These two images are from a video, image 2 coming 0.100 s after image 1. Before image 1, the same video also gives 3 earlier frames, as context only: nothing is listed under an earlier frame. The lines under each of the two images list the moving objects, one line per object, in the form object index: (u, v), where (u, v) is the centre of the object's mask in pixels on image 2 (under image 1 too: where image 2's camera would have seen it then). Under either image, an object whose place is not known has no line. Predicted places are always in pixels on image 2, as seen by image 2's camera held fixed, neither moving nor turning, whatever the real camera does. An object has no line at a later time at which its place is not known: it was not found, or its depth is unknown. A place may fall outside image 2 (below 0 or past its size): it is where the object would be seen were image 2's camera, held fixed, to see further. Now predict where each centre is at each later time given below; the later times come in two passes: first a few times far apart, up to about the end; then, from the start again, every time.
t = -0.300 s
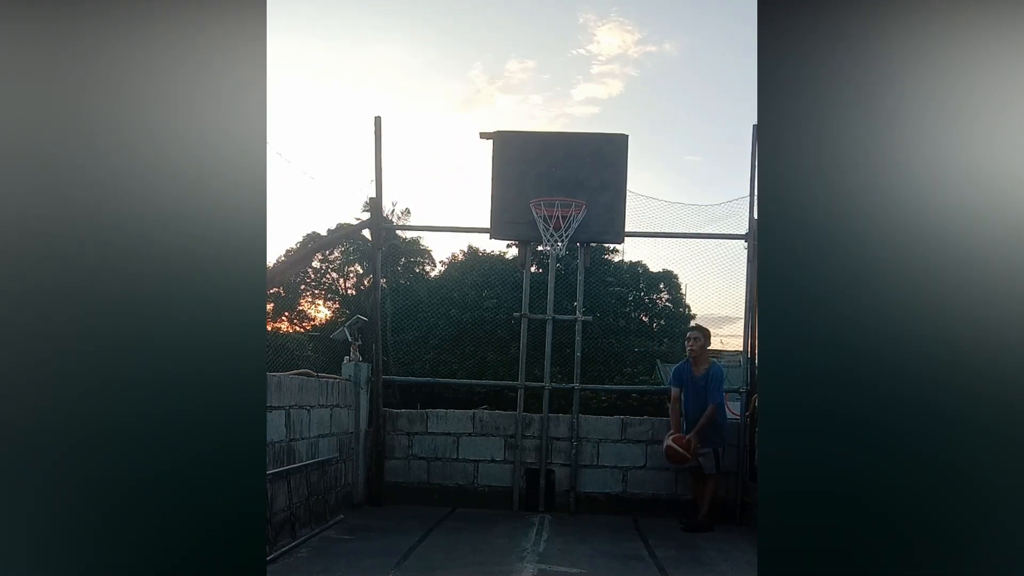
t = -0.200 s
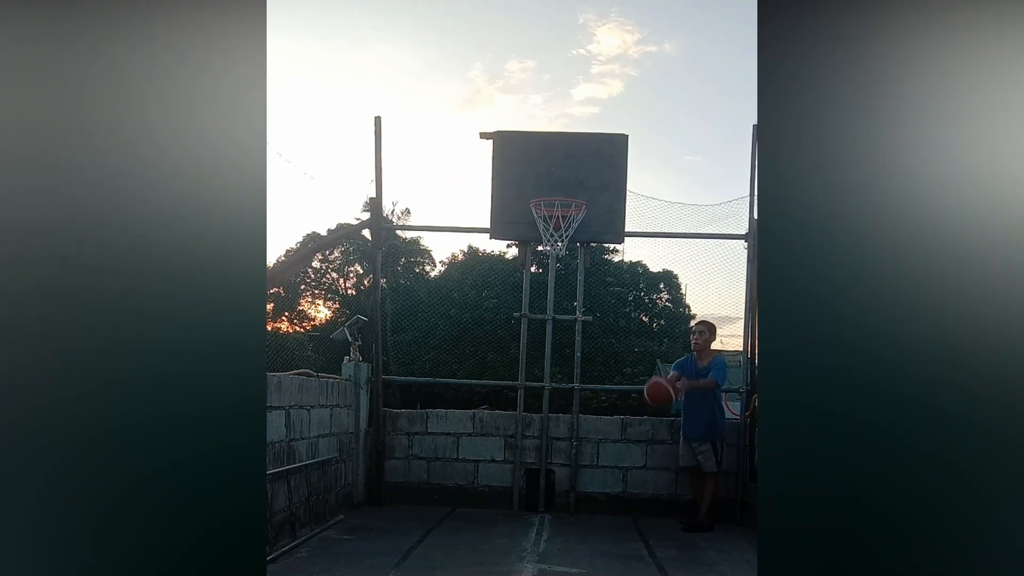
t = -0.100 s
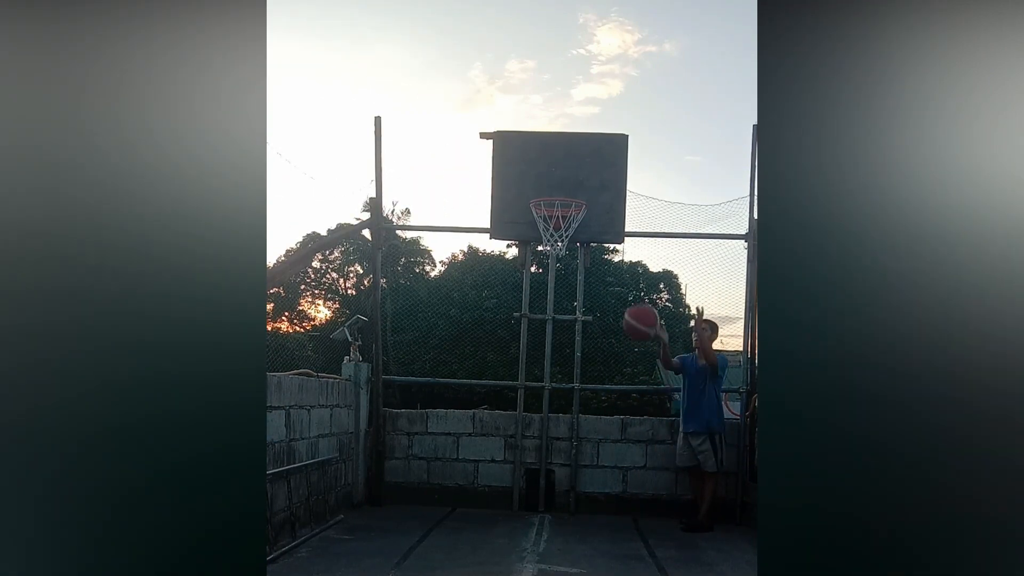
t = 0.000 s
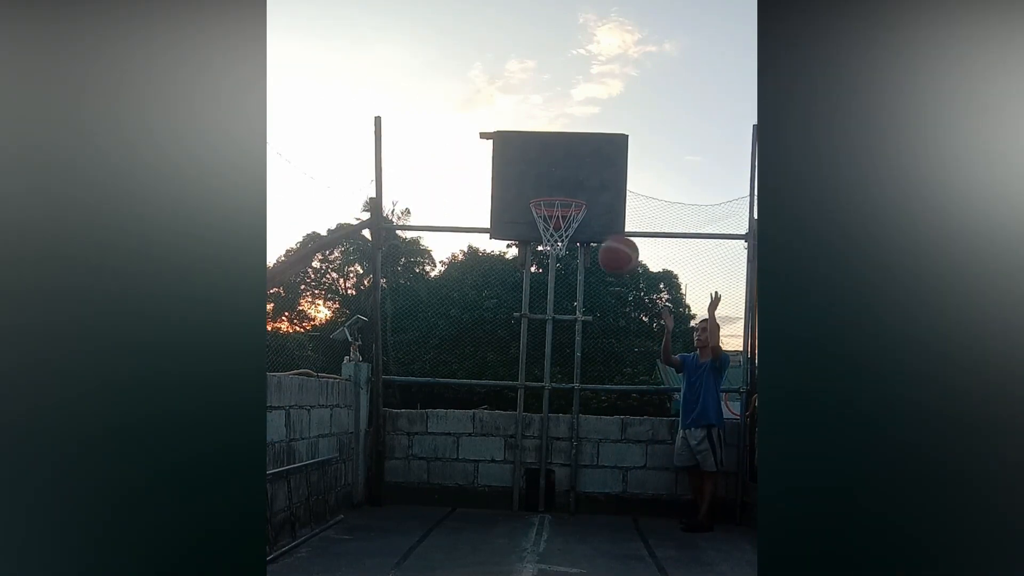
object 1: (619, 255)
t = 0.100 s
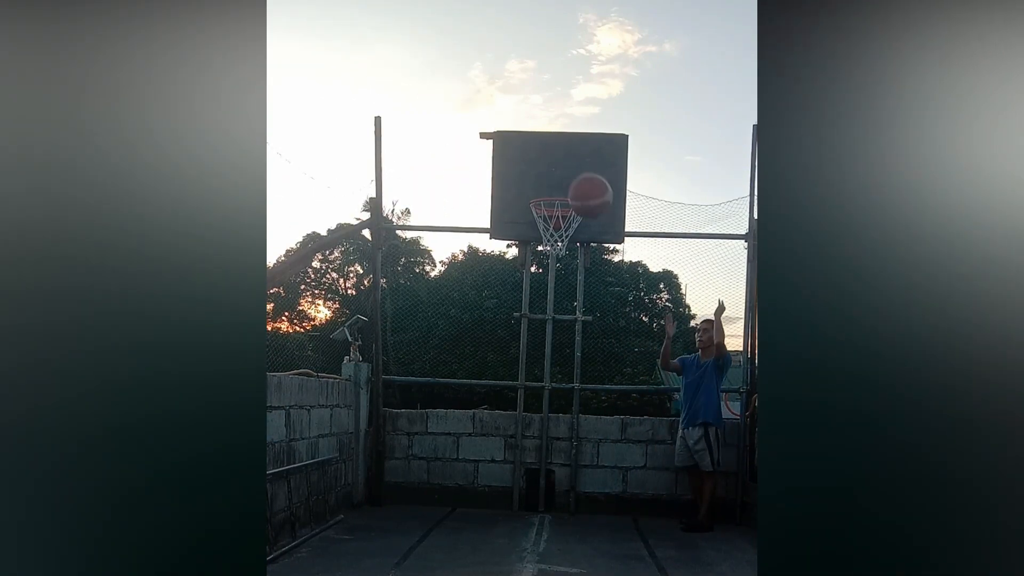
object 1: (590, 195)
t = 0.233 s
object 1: (542, 131)
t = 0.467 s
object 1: (417, 88)
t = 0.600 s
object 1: (309, 130)
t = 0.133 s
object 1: (579, 178)
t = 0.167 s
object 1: (568, 161)
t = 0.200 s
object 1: (555, 146)
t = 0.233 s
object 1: (542, 131)
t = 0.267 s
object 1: (528, 118)
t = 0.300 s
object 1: (512, 108)
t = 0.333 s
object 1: (496, 100)
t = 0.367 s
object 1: (478, 93)
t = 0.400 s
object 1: (459, 89)
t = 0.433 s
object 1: (439, 87)
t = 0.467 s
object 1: (417, 88)
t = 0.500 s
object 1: (393, 93)
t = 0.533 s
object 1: (367, 101)
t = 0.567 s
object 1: (339, 113)
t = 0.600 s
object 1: (309, 130)
